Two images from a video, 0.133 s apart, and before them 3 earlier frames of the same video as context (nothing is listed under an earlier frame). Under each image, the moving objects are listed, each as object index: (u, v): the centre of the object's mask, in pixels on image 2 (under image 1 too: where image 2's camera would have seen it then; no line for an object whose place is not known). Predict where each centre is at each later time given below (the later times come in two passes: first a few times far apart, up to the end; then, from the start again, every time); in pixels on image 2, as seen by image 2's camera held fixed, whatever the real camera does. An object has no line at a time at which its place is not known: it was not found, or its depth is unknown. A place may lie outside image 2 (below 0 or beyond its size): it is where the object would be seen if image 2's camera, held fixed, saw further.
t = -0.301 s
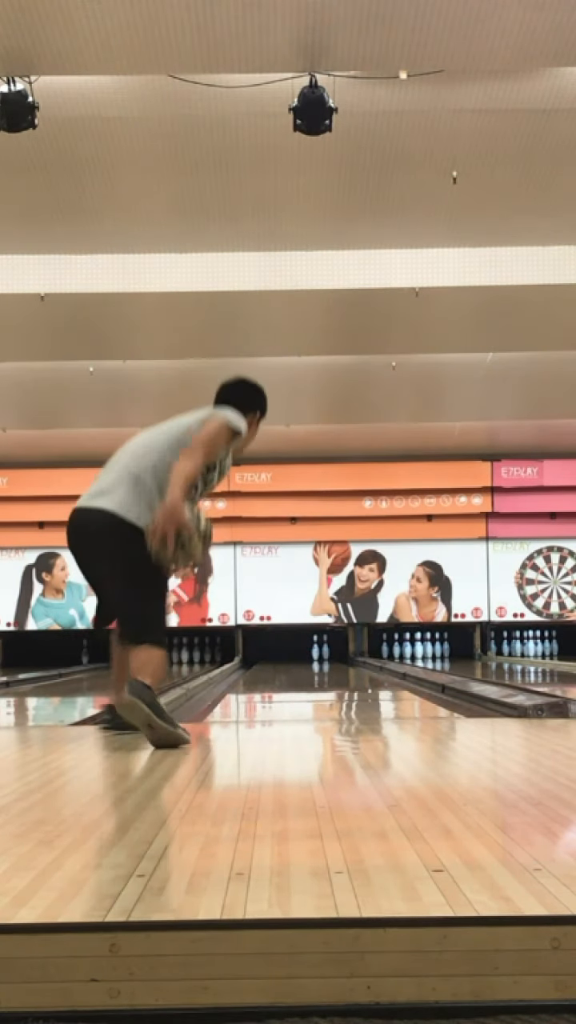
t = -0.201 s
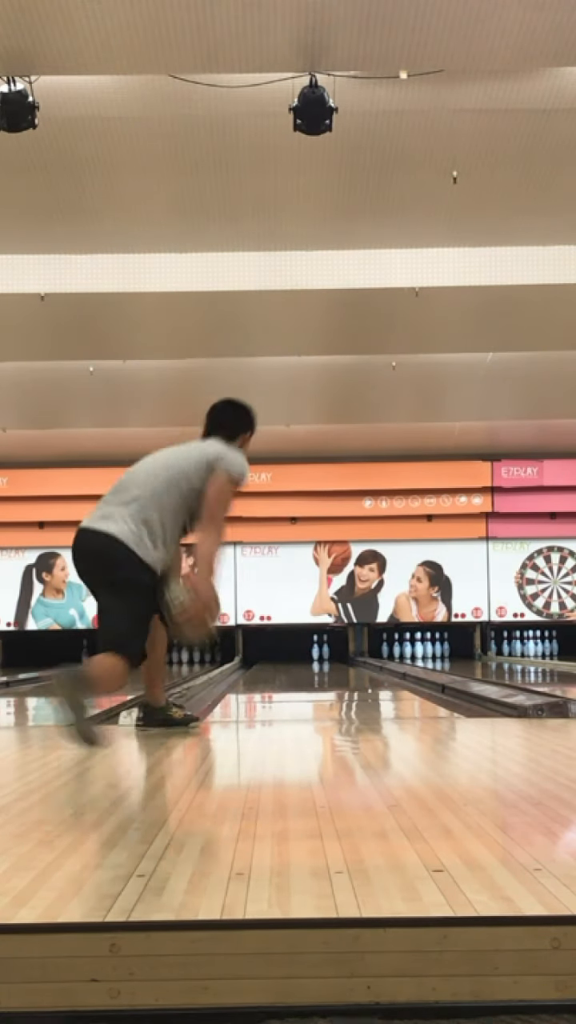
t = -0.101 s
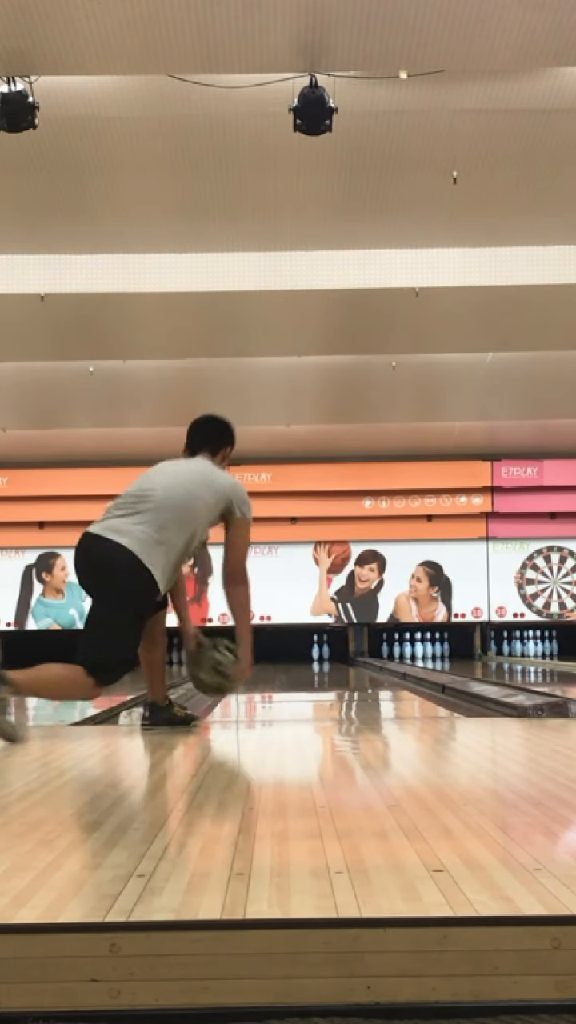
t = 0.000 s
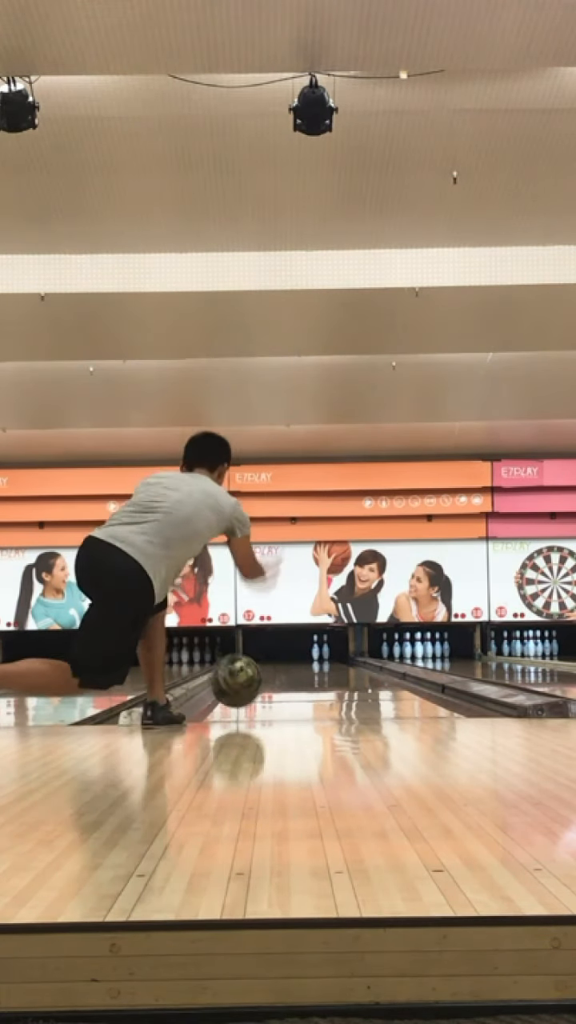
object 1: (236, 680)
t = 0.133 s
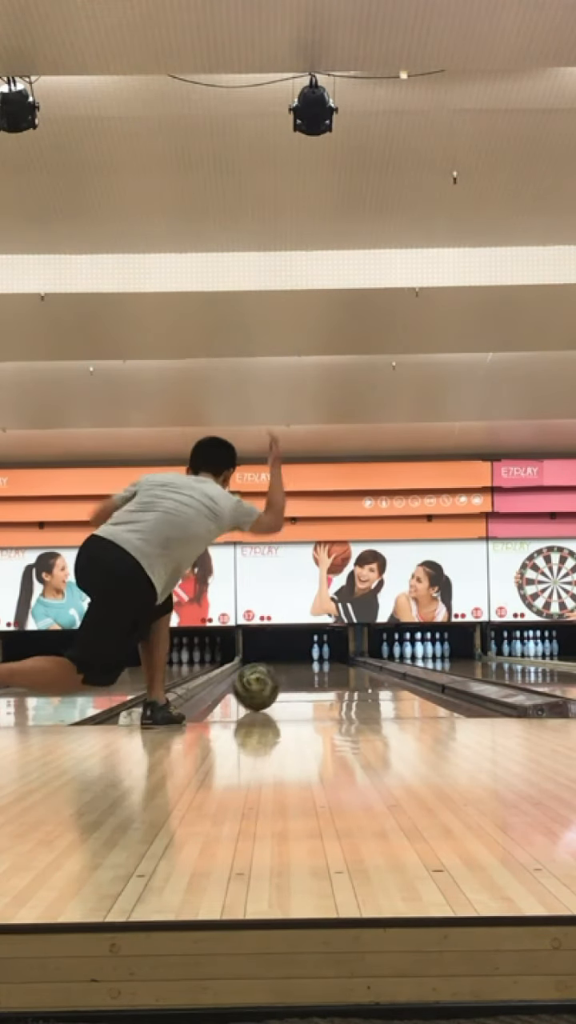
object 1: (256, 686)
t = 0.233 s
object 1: (267, 682)
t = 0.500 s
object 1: (290, 673)
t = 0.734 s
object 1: (303, 669)
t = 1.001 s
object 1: (314, 666)
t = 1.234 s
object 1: (320, 664)
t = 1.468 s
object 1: (326, 661)
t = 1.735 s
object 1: (330, 659)
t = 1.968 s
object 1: (332, 657)
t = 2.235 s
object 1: (333, 655)
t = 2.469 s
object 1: (333, 655)
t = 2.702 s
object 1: (331, 654)
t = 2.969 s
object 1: (329, 654)
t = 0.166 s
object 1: (260, 685)
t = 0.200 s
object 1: (264, 684)
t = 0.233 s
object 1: (267, 682)
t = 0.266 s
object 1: (271, 681)
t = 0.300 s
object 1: (274, 680)
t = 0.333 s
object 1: (277, 679)
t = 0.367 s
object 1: (280, 678)
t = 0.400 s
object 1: (283, 677)
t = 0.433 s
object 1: (285, 676)
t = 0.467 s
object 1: (288, 674)
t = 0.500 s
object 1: (290, 673)
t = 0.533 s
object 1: (292, 673)
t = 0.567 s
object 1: (294, 672)
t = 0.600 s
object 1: (296, 671)
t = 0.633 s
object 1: (298, 671)
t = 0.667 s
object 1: (299, 670)
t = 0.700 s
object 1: (302, 669)
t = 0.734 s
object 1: (303, 669)
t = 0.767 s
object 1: (305, 668)
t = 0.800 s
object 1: (306, 668)
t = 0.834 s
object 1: (307, 668)
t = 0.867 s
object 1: (309, 668)
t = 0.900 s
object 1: (310, 667)
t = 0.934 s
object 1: (312, 667)
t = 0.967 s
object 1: (313, 667)
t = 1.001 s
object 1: (314, 666)
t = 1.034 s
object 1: (315, 666)
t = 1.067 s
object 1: (316, 665)
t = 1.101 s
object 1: (317, 665)
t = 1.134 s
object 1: (318, 664)
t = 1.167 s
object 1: (319, 664)
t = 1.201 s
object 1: (320, 664)
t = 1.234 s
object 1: (320, 664)
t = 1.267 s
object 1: (321, 663)
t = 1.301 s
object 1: (322, 662)
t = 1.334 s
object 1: (323, 663)
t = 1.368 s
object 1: (323, 662)
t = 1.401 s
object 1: (324, 661)
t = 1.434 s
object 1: (325, 661)
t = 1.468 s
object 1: (326, 661)
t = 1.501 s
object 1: (326, 660)
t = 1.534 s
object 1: (327, 660)
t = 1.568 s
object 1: (328, 660)
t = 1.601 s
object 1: (328, 659)
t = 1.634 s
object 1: (329, 659)
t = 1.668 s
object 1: (329, 659)
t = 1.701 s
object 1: (329, 659)
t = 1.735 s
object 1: (330, 659)
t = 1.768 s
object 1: (330, 659)
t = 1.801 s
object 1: (330, 658)
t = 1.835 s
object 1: (331, 658)
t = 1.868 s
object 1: (331, 658)
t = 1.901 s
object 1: (331, 657)
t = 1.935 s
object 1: (331, 657)
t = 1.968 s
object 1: (332, 657)
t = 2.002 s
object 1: (332, 656)
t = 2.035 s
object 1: (332, 656)
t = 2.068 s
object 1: (332, 656)
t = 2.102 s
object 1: (332, 655)
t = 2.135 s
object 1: (333, 655)
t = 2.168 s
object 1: (333, 655)
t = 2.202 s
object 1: (333, 655)
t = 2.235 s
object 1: (333, 655)
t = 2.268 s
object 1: (333, 655)
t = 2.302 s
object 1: (333, 655)
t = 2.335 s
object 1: (333, 655)
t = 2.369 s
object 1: (333, 655)
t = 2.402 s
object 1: (333, 655)
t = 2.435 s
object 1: (332, 655)
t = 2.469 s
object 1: (333, 655)
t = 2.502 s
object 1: (332, 654)
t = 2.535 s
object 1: (332, 654)
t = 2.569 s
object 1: (332, 654)
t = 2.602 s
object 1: (332, 654)
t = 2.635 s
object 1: (332, 654)
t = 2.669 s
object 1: (331, 654)
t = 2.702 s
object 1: (331, 654)
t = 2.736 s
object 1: (331, 654)
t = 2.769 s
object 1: (331, 654)
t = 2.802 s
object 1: (330, 654)
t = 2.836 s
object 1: (330, 654)
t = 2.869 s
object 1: (329, 654)
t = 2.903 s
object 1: (329, 654)
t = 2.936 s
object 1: (329, 654)
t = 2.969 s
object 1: (329, 654)
